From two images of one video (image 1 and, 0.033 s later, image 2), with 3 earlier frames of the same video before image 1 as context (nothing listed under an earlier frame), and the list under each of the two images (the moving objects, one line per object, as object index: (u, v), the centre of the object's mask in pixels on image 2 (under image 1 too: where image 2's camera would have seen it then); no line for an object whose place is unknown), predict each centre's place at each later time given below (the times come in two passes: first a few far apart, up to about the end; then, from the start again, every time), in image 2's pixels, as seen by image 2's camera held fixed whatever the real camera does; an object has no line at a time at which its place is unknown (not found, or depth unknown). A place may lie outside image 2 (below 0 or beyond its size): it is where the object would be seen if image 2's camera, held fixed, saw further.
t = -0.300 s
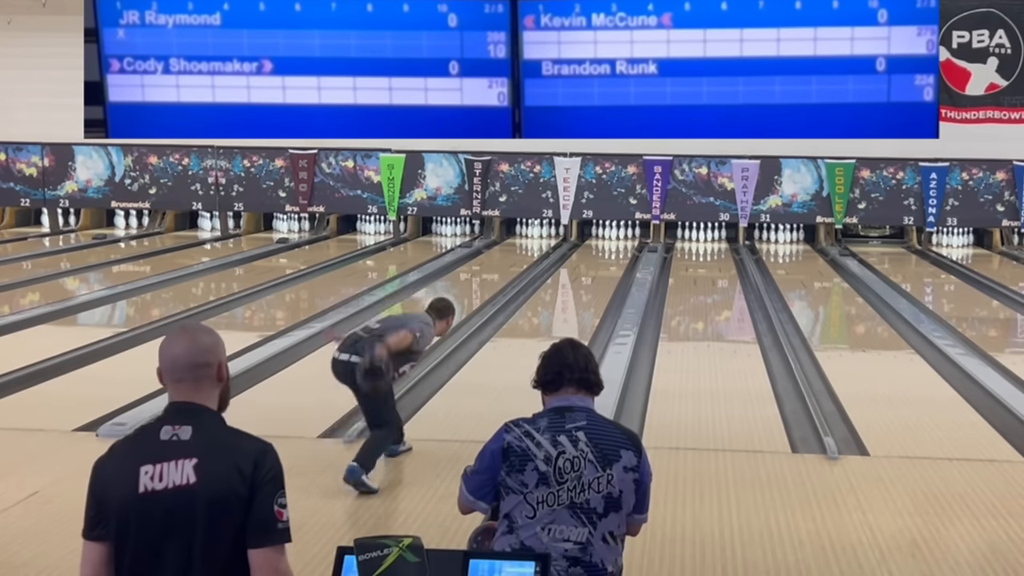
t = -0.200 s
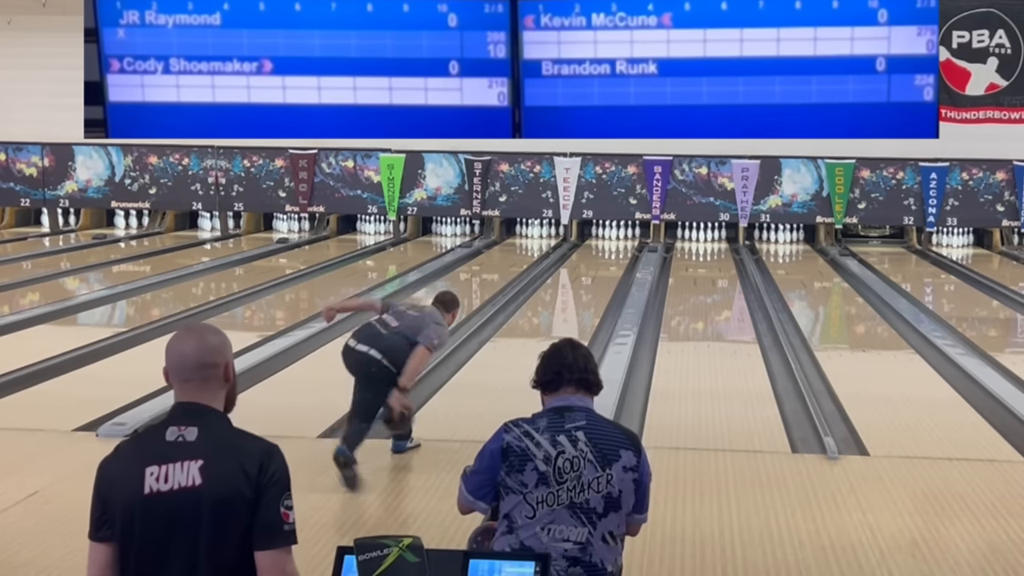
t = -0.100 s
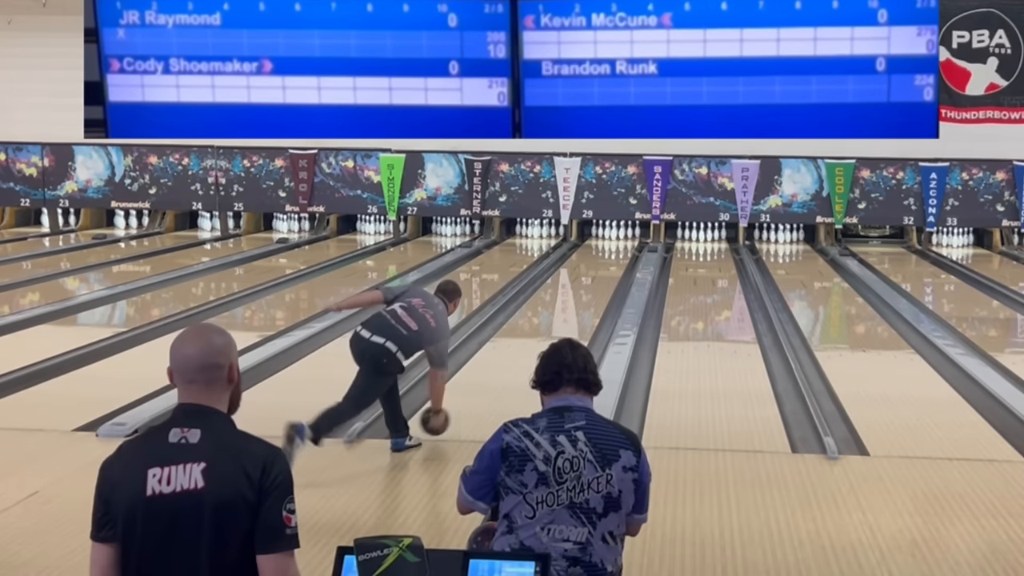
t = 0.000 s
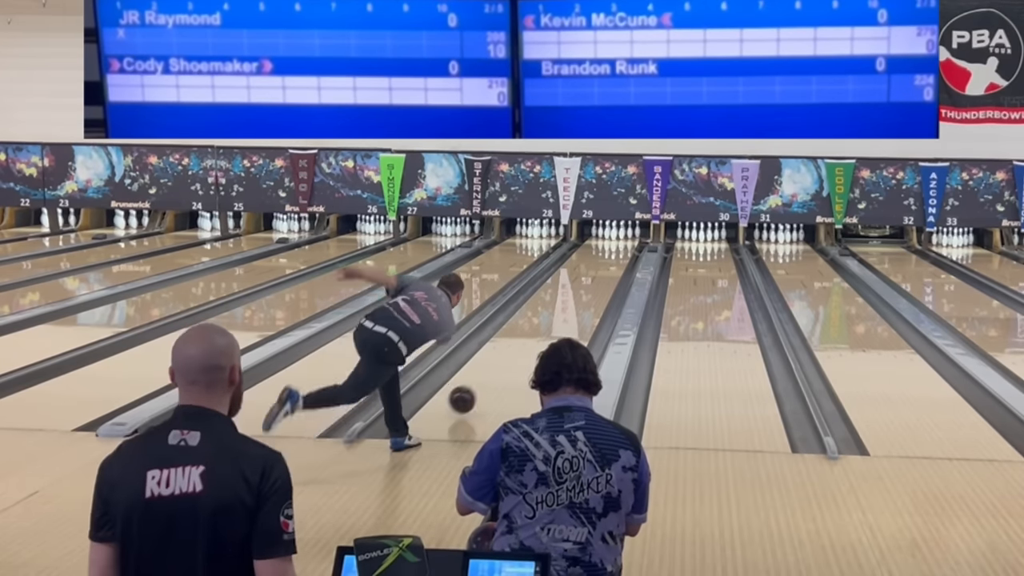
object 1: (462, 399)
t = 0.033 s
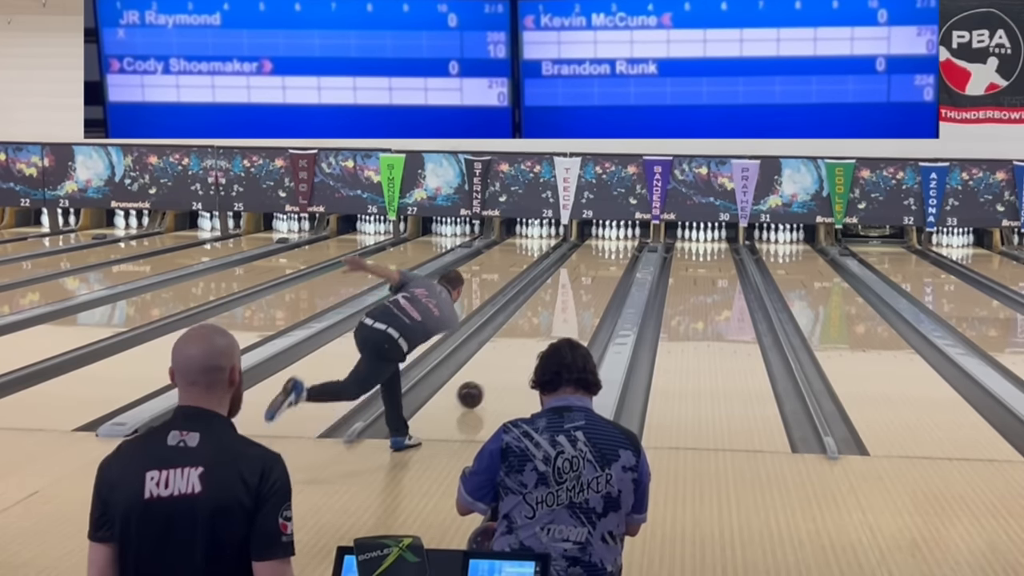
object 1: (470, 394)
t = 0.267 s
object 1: (516, 354)
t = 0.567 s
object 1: (556, 317)
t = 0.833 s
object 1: (582, 293)
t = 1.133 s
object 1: (602, 273)
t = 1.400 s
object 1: (614, 259)
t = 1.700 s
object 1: (620, 247)
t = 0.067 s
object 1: (477, 388)
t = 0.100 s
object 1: (485, 381)
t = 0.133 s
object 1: (492, 376)
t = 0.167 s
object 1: (498, 370)
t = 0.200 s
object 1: (504, 365)
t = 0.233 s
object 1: (510, 359)
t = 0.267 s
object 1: (516, 354)
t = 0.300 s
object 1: (521, 350)
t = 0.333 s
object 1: (526, 345)
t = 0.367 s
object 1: (531, 341)
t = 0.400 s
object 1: (536, 337)
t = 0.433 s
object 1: (541, 332)
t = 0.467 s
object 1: (545, 329)
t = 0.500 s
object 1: (549, 325)
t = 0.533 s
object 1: (553, 321)
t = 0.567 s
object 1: (556, 317)
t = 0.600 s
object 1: (560, 314)
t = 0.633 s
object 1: (563, 311)
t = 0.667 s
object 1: (567, 308)
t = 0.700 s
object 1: (570, 304)
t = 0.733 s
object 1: (573, 302)
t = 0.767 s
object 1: (576, 299)
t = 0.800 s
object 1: (579, 296)
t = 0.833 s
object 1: (582, 293)
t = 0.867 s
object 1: (584, 291)
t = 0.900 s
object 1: (587, 288)
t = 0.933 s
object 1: (589, 286)
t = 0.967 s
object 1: (591, 284)
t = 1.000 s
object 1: (594, 281)
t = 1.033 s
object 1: (596, 279)
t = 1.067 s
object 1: (598, 277)
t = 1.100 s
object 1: (600, 275)
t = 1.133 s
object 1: (602, 273)
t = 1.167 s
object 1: (604, 271)
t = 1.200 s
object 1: (606, 269)
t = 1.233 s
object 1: (607, 268)
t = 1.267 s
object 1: (609, 265)
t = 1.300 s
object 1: (610, 264)
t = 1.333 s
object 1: (612, 262)
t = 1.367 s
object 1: (613, 261)
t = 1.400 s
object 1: (614, 259)
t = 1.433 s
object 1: (615, 257)
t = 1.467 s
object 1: (616, 256)
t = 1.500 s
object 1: (617, 255)
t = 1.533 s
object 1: (618, 253)
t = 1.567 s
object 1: (619, 252)
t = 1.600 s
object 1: (619, 251)
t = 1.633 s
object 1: (620, 249)
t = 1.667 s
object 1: (620, 248)
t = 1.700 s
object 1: (620, 247)
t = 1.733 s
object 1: (620, 245)
